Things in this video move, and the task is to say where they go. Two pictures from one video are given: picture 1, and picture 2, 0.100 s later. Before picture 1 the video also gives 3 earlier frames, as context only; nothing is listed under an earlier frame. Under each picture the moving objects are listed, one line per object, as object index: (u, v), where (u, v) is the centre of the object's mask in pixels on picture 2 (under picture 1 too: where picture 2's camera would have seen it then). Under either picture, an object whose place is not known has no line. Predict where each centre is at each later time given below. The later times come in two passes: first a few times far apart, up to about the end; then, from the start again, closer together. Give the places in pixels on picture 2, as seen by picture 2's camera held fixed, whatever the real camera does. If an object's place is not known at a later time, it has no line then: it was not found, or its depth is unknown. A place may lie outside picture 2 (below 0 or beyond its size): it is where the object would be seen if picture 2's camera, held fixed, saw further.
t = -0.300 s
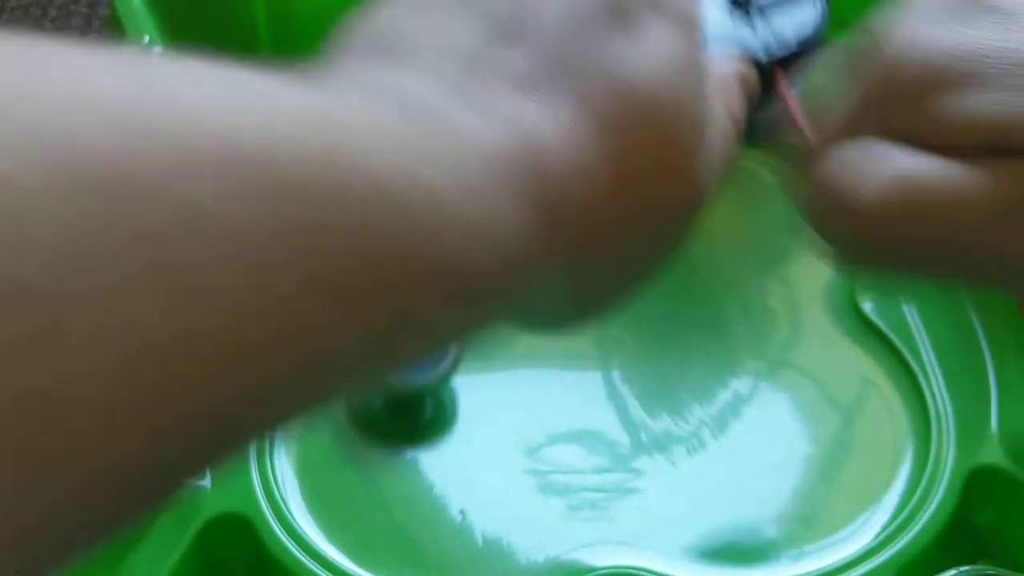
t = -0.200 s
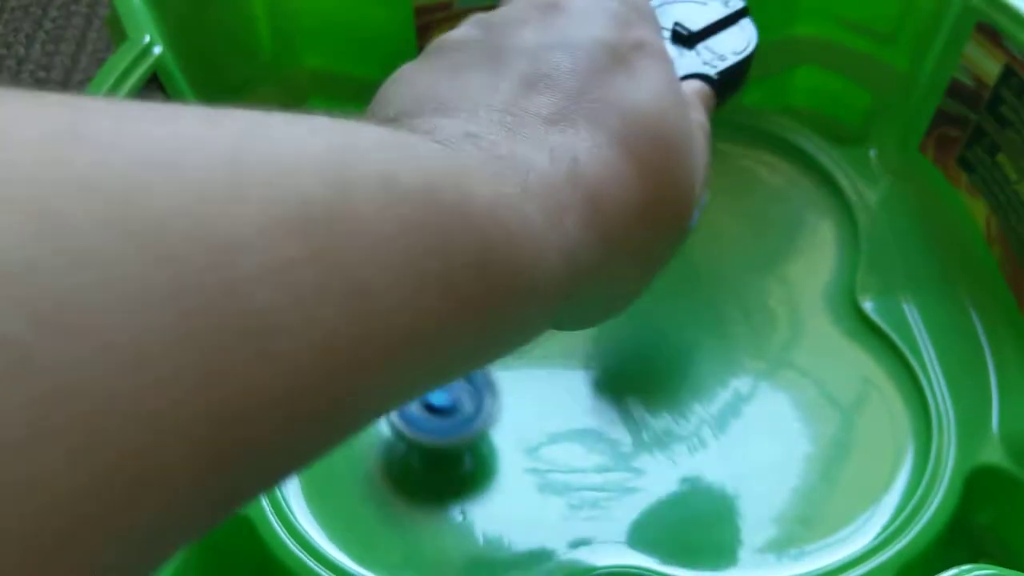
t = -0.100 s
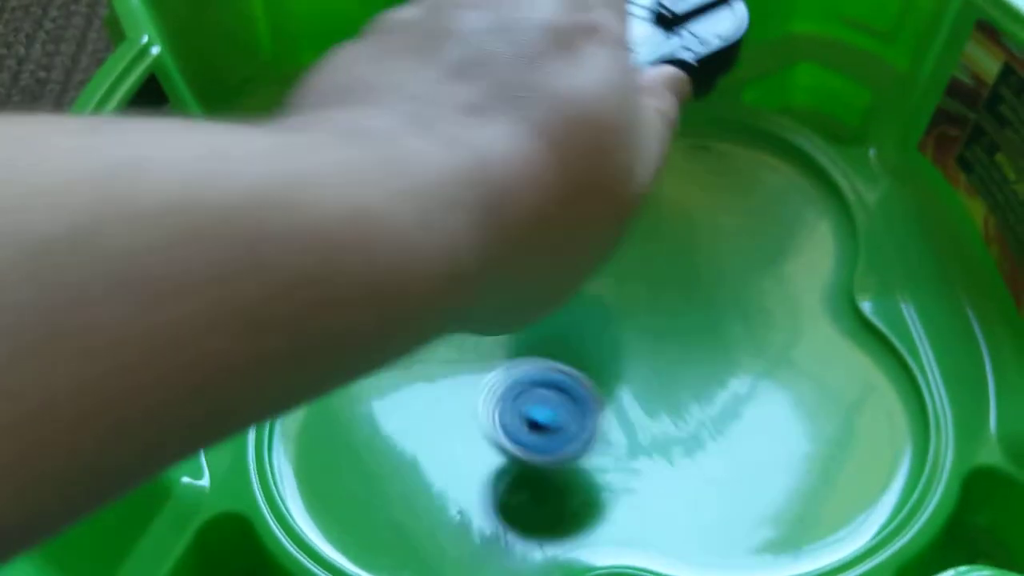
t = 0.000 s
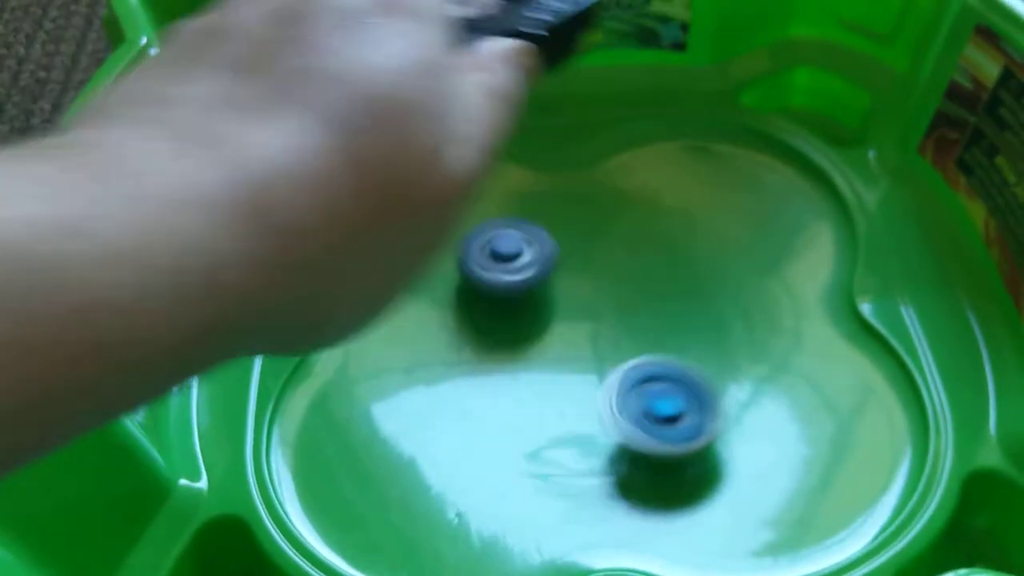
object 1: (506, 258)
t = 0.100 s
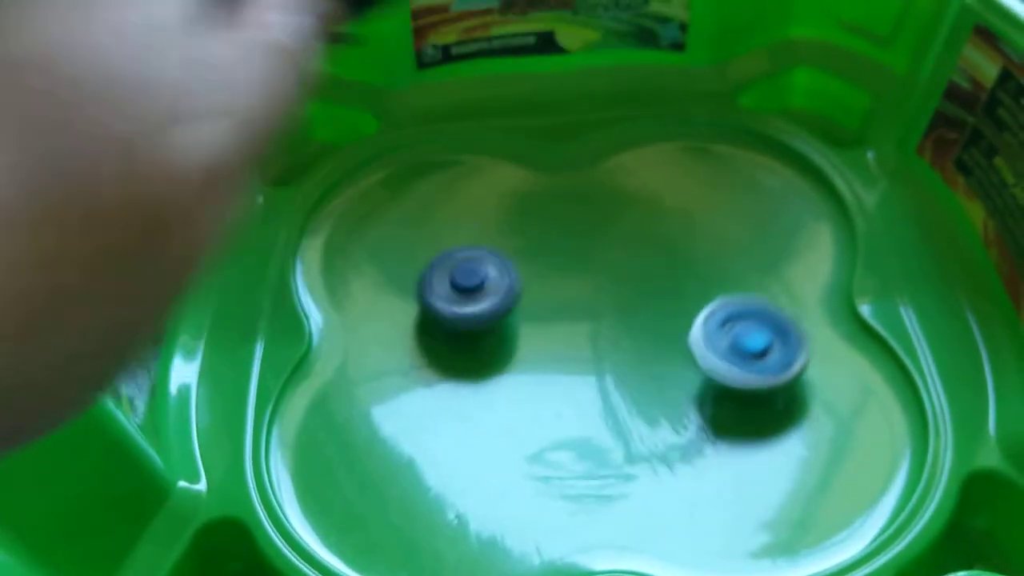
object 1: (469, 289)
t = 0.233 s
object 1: (471, 335)
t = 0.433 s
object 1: (542, 345)
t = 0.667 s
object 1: (596, 344)
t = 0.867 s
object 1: (609, 378)
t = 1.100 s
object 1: (535, 370)
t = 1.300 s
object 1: (560, 293)
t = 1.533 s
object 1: (661, 295)
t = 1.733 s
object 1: (493, 370)
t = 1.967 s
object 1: (469, 308)
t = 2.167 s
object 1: (515, 537)
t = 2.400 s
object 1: (446, 406)
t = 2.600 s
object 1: (519, 249)
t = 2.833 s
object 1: (692, 209)
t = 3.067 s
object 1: (734, 232)
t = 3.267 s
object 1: (679, 271)
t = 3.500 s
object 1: (599, 254)
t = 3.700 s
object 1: (594, 285)
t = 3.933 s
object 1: (578, 328)
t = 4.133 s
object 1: (521, 317)
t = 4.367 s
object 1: (558, 238)
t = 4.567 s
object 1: (633, 216)
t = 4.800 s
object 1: (676, 342)
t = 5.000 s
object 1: (613, 338)
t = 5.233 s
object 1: (569, 277)
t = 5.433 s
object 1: (604, 290)
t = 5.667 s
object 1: (605, 354)
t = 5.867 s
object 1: (508, 351)
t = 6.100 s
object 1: (510, 267)
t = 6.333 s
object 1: (637, 278)
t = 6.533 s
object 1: (818, 252)
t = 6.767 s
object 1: (805, 354)
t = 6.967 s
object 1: (669, 430)
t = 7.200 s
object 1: (492, 386)
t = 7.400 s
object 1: (424, 306)
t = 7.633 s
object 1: (291, 480)
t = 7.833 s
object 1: (494, 458)
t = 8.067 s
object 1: (694, 293)
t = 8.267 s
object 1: (739, 218)
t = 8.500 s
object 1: (721, 204)
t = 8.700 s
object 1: (646, 234)
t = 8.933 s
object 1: (514, 213)
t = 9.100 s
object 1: (460, 192)
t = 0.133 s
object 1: (465, 296)
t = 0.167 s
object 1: (464, 313)
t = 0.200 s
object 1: (466, 325)
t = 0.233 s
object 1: (471, 335)
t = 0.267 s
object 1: (492, 350)
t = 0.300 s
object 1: (504, 352)
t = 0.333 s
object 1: (516, 353)
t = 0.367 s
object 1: (526, 352)
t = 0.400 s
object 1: (534, 349)
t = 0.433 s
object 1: (542, 345)
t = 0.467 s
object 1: (549, 342)
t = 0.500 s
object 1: (556, 340)
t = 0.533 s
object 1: (562, 340)
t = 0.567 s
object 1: (570, 340)
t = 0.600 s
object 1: (579, 340)
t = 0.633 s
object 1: (588, 342)
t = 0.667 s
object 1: (596, 344)
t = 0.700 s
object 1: (603, 347)
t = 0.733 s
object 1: (607, 352)
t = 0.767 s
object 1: (610, 358)
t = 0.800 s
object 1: (611, 365)
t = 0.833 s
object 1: (611, 372)
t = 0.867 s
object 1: (609, 378)
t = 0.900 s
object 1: (604, 384)
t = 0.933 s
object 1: (595, 389)
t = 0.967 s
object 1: (583, 391)
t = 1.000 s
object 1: (570, 389)
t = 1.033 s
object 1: (557, 387)
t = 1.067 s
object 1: (545, 379)
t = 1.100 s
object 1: (535, 370)
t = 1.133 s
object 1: (529, 356)
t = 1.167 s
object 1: (527, 344)
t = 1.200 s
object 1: (530, 330)
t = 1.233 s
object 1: (537, 316)
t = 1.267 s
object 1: (547, 303)
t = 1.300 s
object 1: (560, 293)
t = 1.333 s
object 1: (576, 284)
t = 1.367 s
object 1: (594, 280)
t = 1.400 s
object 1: (612, 277)
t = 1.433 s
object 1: (631, 277)
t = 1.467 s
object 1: (650, 279)
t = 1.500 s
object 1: (668, 285)
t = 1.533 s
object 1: (661, 295)
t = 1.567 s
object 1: (629, 314)
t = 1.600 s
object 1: (596, 332)
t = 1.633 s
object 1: (565, 348)
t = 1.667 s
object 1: (537, 359)
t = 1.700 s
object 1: (513, 367)
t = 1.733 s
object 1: (493, 370)
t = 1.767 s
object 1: (478, 370)
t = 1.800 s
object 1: (467, 366)
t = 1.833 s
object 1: (459, 358)
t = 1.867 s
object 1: (455, 349)
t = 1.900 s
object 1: (455, 336)
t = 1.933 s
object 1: (460, 323)
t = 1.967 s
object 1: (469, 308)
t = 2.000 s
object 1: (481, 306)
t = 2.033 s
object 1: (500, 388)
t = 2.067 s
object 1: (526, 485)
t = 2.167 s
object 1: (515, 537)
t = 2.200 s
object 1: (499, 543)
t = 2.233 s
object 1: (486, 555)
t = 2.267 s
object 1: (472, 535)
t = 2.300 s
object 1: (461, 508)
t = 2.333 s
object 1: (453, 473)
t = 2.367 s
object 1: (447, 440)
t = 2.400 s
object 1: (446, 406)
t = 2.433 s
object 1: (448, 375)
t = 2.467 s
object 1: (455, 344)
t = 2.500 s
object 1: (465, 317)
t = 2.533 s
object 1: (480, 291)
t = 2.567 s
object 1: (498, 267)
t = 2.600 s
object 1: (519, 249)
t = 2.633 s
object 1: (543, 233)
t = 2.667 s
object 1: (567, 219)
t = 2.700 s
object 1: (592, 209)
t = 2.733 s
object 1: (617, 205)
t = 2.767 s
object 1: (642, 204)
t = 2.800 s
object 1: (668, 204)
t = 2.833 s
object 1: (692, 209)
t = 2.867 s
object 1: (713, 218)
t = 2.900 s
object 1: (734, 227)
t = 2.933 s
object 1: (752, 241)
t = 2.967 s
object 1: (758, 243)
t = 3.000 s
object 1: (752, 237)
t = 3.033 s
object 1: (743, 232)
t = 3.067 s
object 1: (734, 232)
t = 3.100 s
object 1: (726, 232)
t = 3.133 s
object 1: (717, 237)
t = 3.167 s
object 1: (708, 244)
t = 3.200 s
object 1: (699, 252)
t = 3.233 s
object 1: (690, 261)
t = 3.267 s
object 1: (679, 271)
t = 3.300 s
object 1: (665, 266)
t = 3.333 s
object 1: (649, 261)
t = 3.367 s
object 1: (635, 255)
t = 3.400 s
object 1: (624, 252)
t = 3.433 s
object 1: (613, 251)
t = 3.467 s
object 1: (605, 252)
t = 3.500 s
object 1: (599, 254)
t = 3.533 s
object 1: (594, 257)
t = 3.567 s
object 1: (591, 262)
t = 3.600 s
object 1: (590, 268)
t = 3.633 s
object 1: (590, 274)
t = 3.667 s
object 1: (591, 279)
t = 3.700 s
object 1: (594, 285)
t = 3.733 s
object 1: (597, 291)
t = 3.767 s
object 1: (599, 298)
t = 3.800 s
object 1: (599, 304)
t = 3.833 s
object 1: (598, 309)
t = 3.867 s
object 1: (593, 315)
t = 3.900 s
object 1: (586, 322)
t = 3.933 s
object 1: (578, 328)
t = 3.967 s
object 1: (568, 332)
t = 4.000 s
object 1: (557, 333)
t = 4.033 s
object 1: (546, 332)
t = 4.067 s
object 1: (536, 329)
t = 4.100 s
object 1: (528, 324)
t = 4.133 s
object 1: (521, 317)
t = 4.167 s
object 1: (518, 310)
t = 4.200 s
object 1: (518, 302)
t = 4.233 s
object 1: (522, 293)
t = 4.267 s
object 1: (529, 285)
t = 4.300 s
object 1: (539, 278)
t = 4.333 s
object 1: (549, 258)
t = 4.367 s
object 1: (558, 238)
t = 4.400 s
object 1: (568, 224)
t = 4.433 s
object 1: (579, 214)
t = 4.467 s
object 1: (590, 208)
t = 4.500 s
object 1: (604, 207)
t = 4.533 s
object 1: (619, 210)
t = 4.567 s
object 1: (633, 216)
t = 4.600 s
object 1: (648, 228)
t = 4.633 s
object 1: (661, 242)
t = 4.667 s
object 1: (672, 259)
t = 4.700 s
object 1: (680, 279)
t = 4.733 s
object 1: (683, 300)
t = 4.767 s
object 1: (683, 322)
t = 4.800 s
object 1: (676, 342)
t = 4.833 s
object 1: (665, 362)
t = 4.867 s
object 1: (649, 379)
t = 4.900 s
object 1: (633, 389)
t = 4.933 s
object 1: (628, 372)
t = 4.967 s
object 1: (621, 355)
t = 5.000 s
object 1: (613, 338)
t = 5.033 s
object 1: (603, 323)
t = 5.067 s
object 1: (592, 311)
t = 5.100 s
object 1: (582, 300)
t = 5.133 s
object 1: (574, 293)
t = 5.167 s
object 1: (569, 286)
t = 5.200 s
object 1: (568, 281)
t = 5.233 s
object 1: (569, 277)
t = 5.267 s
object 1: (572, 274)
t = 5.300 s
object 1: (577, 273)
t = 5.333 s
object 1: (583, 273)
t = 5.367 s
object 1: (591, 277)
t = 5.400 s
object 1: (598, 282)
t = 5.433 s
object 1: (604, 290)
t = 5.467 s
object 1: (609, 302)
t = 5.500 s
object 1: (611, 313)
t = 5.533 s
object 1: (616, 323)
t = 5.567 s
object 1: (620, 331)
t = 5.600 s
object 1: (619, 339)
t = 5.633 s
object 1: (614, 346)
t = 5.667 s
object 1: (605, 354)
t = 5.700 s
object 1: (592, 360)
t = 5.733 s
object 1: (575, 365)
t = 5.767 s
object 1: (557, 366)
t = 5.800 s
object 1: (540, 364)
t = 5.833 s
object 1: (523, 360)
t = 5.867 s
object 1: (508, 351)
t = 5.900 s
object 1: (497, 341)
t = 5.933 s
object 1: (488, 329)
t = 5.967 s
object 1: (484, 316)
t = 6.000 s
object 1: (485, 302)
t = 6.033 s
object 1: (489, 289)
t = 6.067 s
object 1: (498, 278)
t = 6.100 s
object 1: (510, 267)
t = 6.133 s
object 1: (525, 258)
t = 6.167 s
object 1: (542, 254)
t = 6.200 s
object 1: (562, 251)
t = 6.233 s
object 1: (582, 253)
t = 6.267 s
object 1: (603, 258)
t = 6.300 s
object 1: (621, 265)
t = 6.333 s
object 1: (637, 278)
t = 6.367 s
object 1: (670, 273)
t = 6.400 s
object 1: (709, 261)
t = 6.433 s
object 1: (744, 255)
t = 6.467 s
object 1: (774, 250)
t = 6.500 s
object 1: (799, 250)
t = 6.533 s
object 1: (818, 252)
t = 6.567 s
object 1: (832, 259)
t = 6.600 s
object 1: (840, 267)
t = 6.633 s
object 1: (840, 280)
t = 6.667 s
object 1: (836, 297)
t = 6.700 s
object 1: (827, 313)
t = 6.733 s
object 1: (817, 334)
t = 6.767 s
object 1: (805, 354)
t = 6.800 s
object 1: (791, 370)
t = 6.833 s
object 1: (773, 386)
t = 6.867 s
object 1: (751, 402)
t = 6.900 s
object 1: (725, 414)
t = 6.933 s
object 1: (698, 424)
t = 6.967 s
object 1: (669, 430)
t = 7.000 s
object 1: (640, 433)
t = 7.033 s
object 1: (609, 434)
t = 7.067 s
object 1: (582, 429)
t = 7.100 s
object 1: (556, 422)
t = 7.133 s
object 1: (532, 413)
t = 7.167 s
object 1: (510, 400)
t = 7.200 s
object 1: (492, 386)
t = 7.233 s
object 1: (478, 372)
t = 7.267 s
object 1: (467, 355)
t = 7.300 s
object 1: (461, 338)
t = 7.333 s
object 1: (458, 321)
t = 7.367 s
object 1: (458, 305)
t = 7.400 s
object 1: (424, 306)
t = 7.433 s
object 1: (357, 325)
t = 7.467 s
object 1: (298, 340)
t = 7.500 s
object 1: (281, 362)
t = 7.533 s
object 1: (269, 406)
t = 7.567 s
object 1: (276, 430)
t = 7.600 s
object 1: (282, 458)
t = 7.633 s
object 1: (291, 480)
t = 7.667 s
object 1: (310, 491)
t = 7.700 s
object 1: (328, 497)
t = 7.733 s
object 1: (362, 499)
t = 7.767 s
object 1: (405, 491)
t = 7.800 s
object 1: (451, 476)
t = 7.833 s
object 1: (494, 458)
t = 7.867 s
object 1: (534, 437)
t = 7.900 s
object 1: (569, 417)
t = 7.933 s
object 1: (601, 392)
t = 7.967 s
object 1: (630, 367)
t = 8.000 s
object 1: (656, 340)
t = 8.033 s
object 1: (677, 317)
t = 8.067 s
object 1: (694, 293)
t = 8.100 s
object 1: (708, 275)
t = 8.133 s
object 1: (720, 253)
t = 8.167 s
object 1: (729, 243)
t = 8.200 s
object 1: (734, 228)
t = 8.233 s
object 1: (738, 225)
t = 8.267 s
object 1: (739, 218)
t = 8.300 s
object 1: (740, 213)
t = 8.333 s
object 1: (740, 209)
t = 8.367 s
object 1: (739, 207)
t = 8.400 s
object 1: (737, 205)
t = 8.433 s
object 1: (733, 204)
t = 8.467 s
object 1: (727, 205)
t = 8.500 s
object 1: (721, 204)
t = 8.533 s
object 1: (712, 207)
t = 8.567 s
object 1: (701, 211)
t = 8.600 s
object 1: (690, 214)
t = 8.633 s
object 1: (676, 220)
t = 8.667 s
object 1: (661, 227)
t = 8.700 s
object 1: (646, 234)
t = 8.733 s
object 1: (630, 242)
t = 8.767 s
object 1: (613, 252)
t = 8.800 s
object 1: (594, 258)
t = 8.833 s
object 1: (570, 245)
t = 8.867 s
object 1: (549, 232)
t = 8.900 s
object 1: (531, 221)
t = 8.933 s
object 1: (514, 213)
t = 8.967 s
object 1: (499, 206)
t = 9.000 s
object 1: (488, 201)
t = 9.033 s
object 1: (477, 196)
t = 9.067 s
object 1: (468, 194)
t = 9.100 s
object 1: (460, 192)
